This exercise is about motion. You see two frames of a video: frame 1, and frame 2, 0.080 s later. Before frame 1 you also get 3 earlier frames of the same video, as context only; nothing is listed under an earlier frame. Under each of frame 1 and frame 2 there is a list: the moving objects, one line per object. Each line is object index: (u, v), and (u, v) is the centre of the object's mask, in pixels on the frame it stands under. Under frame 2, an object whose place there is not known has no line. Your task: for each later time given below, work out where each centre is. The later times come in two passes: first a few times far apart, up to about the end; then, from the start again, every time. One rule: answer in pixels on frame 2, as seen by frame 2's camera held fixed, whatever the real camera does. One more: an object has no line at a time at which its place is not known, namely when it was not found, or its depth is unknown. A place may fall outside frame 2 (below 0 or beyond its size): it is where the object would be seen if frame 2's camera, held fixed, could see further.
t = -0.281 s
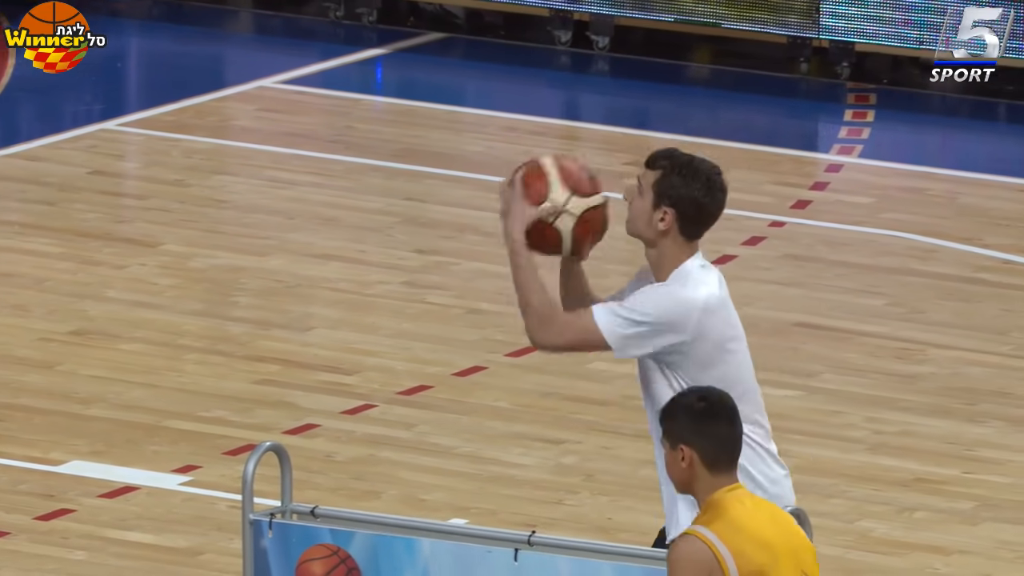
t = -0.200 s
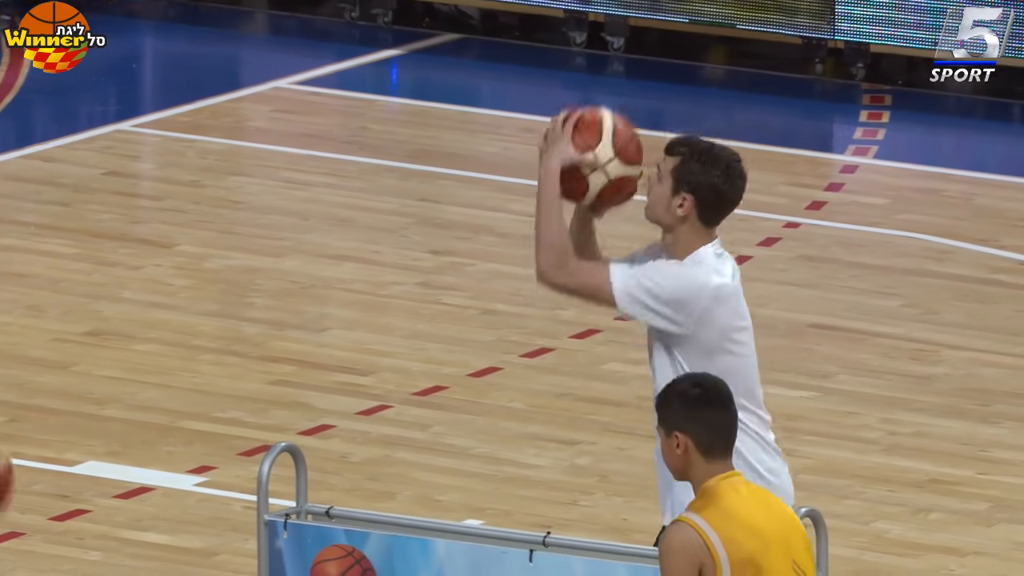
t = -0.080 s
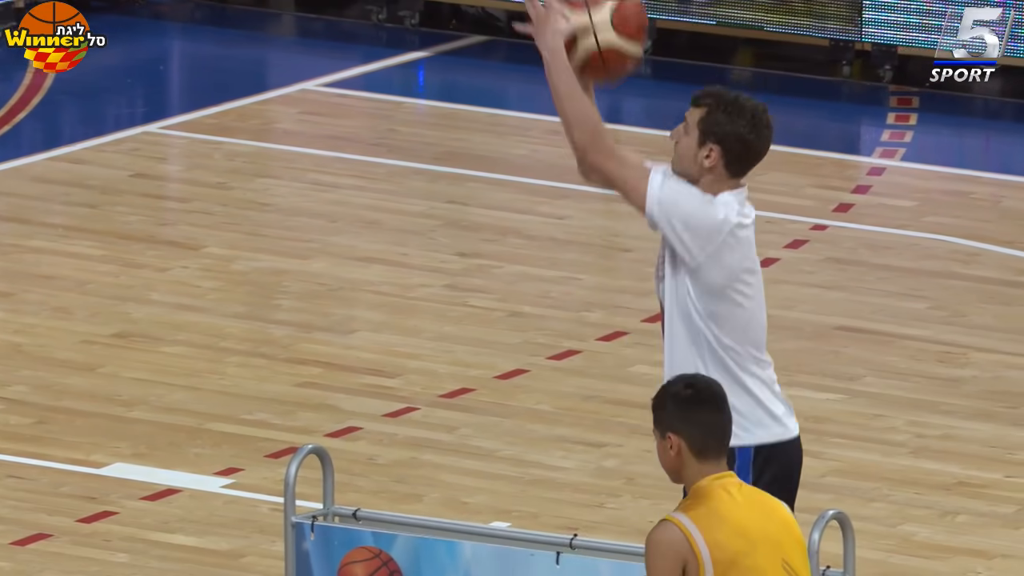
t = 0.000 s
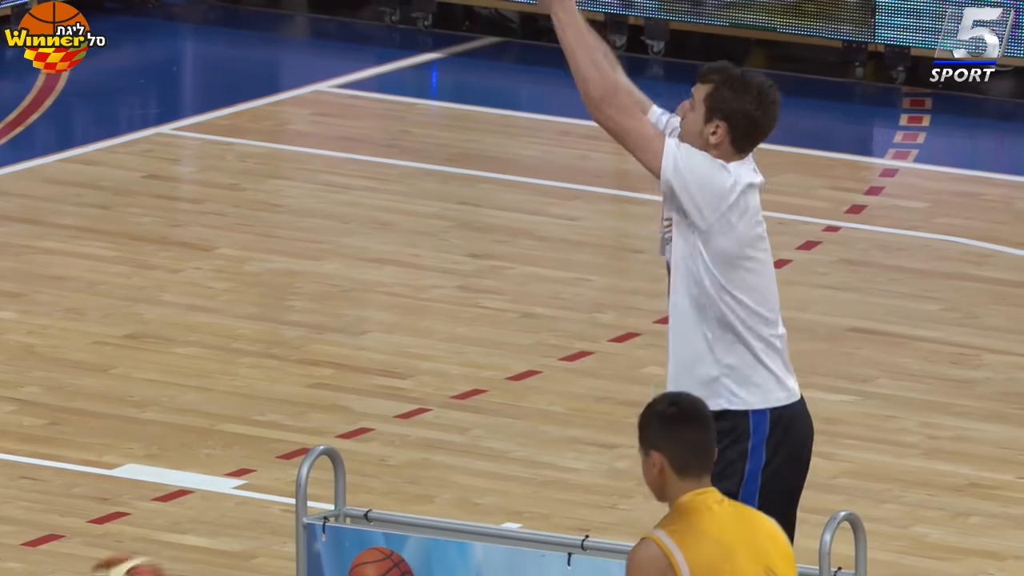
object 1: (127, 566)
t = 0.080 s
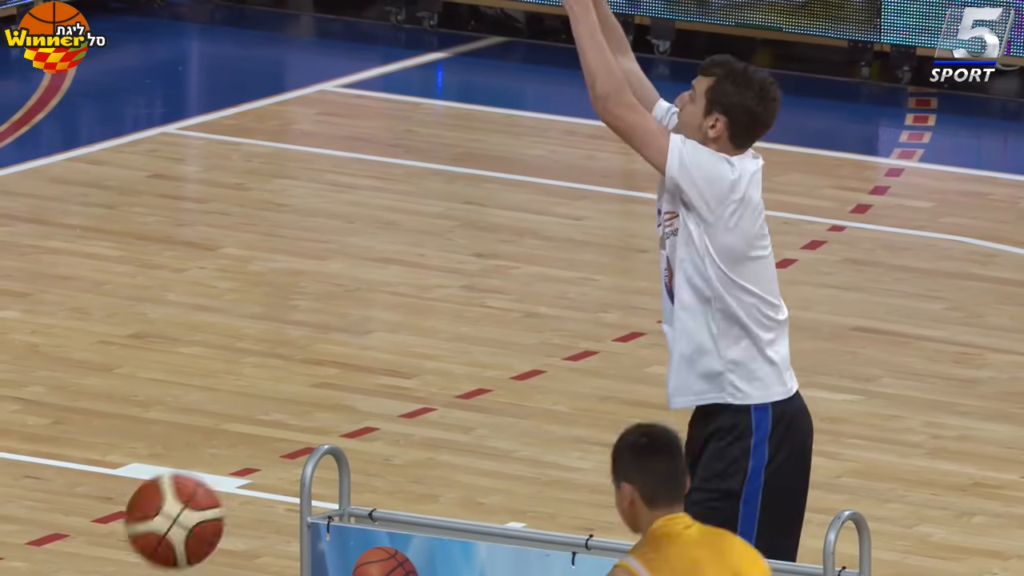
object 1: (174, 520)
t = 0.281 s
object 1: (285, 417)
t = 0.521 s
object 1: (426, 487)
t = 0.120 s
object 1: (196, 488)
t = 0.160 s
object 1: (218, 461)
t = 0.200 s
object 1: (240, 442)
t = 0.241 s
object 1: (263, 427)
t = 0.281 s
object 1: (285, 417)
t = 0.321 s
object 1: (308, 413)
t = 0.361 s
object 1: (332, 416)
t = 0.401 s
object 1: (358, 427)
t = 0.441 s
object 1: (382, 447)
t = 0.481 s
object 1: (402, 470)
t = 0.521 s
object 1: (426, 487)
